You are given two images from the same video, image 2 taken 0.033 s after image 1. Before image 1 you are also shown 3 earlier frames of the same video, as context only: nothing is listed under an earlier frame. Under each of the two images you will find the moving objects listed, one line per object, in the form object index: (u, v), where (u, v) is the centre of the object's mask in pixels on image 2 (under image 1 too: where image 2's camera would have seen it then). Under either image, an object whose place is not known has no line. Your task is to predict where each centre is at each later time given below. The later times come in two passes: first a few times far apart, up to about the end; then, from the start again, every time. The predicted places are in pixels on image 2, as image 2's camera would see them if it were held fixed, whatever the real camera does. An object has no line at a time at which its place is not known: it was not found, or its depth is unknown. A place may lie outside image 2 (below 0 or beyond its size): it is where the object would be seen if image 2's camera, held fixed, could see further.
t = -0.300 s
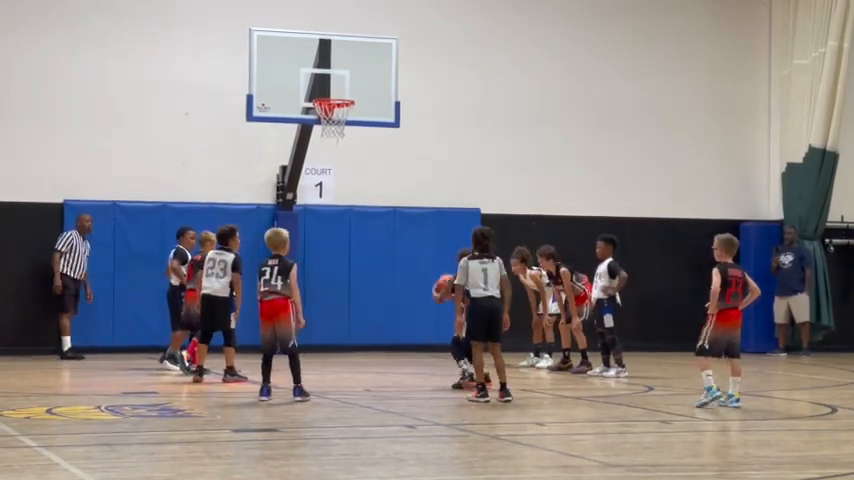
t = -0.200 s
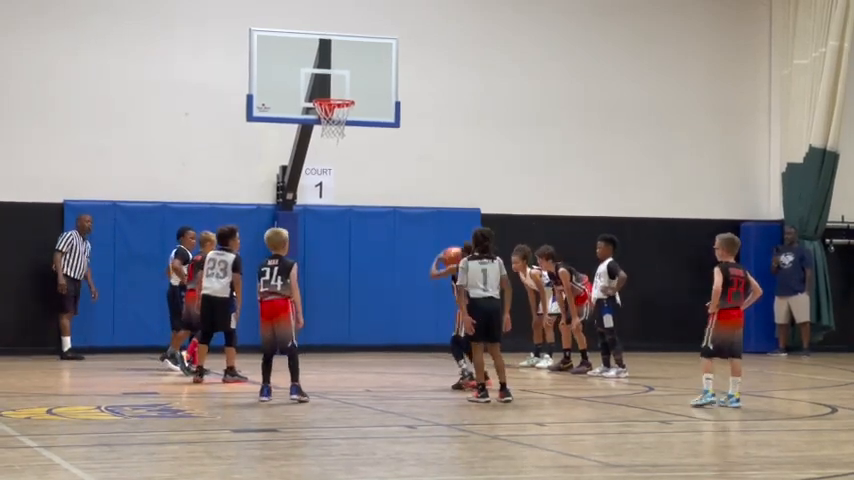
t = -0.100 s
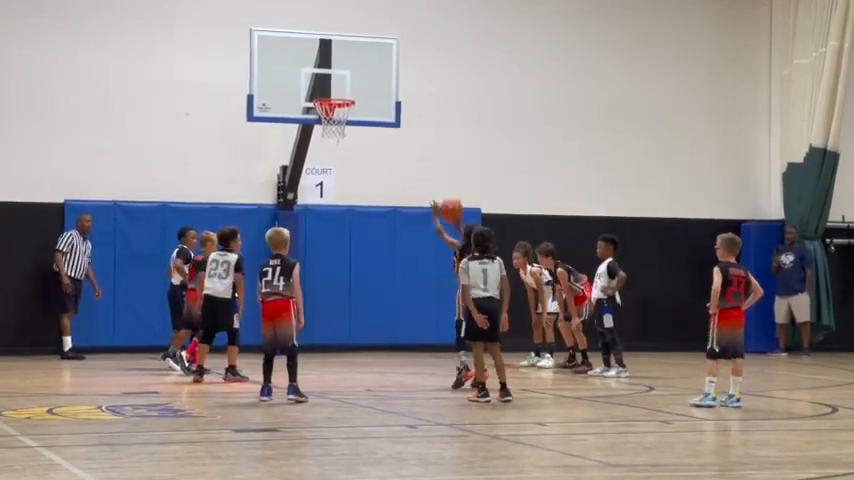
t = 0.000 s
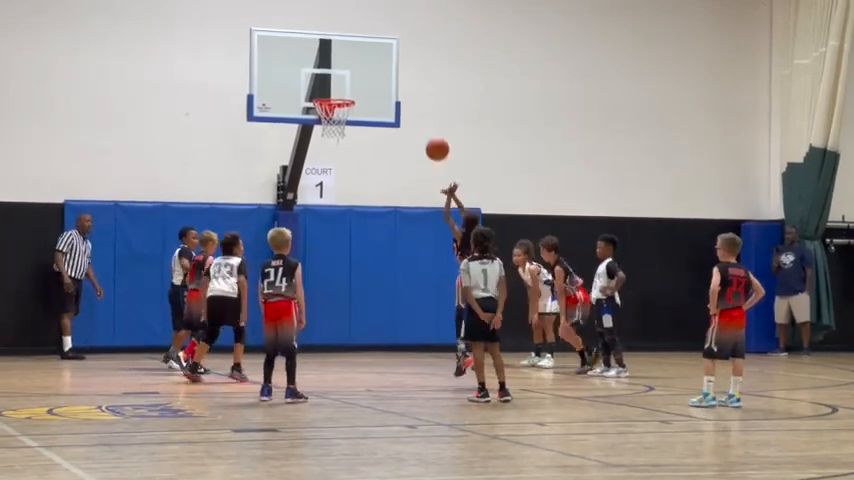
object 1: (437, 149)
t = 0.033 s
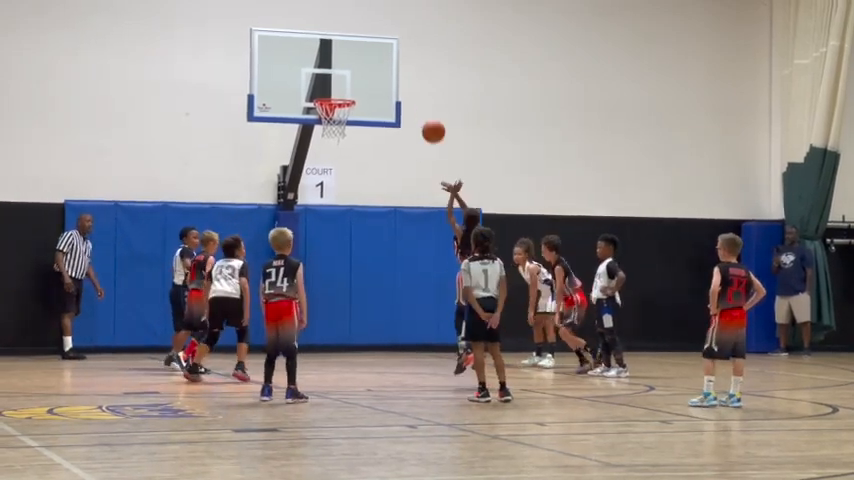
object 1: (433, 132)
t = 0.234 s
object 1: (408, 54)
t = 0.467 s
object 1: (380, 17)
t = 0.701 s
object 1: (355, 29)
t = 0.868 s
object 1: (339, 65)
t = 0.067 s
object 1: (429, 115)
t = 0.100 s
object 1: (424, 101)
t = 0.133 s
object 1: (420, 87)
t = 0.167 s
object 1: (416, 75)
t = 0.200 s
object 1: (412, 64)
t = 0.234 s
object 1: (408, 54)
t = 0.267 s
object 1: (404, 45)
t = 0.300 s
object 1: (400, 38)
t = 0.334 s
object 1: (396, 31)
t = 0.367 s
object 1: (392, 26)
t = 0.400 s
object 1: (388, 22)
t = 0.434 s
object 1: (384, 19)
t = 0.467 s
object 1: (380, 17)
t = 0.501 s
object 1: (377, 16)
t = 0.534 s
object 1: (373, 16)
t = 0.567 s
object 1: (369, 17)
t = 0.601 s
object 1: (366, 18)
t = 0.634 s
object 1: (362, 21)
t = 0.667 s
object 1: (359, 25)
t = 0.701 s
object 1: (355, 29)
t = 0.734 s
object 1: (352, 35)
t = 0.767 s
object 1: (348, 41)
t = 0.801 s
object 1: (345, 49)
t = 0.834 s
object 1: (342, 56)
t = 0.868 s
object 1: (339, 65)
